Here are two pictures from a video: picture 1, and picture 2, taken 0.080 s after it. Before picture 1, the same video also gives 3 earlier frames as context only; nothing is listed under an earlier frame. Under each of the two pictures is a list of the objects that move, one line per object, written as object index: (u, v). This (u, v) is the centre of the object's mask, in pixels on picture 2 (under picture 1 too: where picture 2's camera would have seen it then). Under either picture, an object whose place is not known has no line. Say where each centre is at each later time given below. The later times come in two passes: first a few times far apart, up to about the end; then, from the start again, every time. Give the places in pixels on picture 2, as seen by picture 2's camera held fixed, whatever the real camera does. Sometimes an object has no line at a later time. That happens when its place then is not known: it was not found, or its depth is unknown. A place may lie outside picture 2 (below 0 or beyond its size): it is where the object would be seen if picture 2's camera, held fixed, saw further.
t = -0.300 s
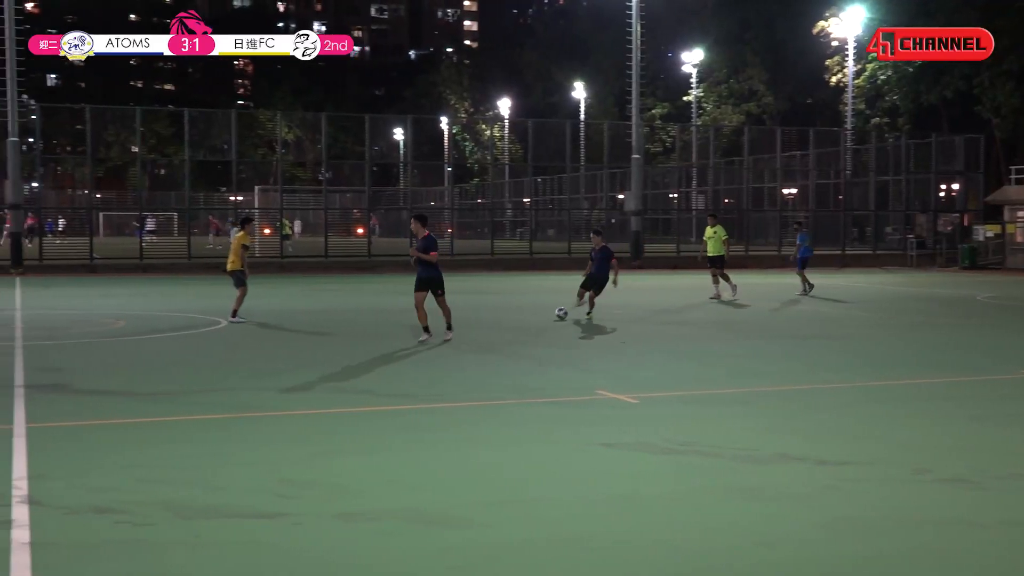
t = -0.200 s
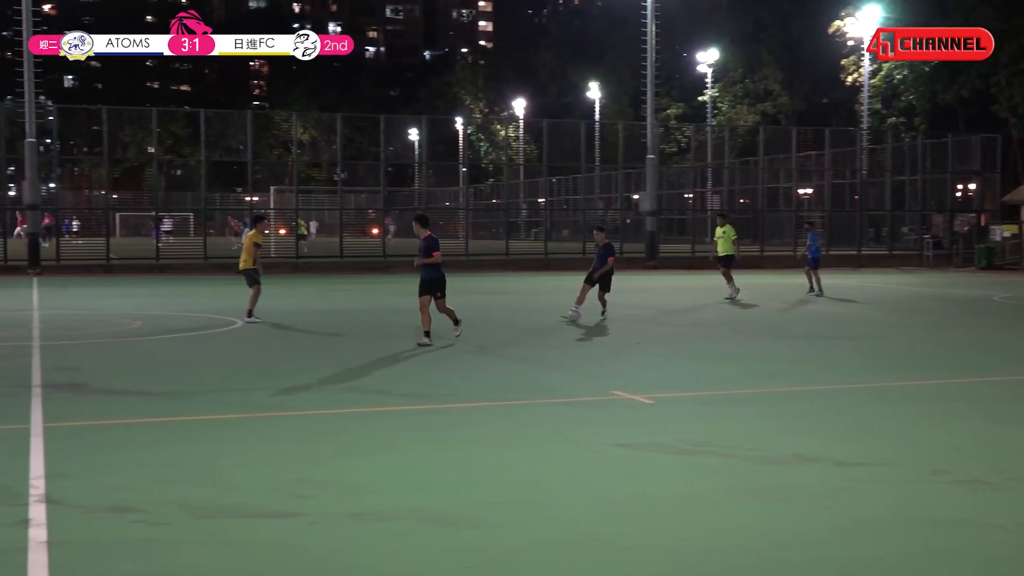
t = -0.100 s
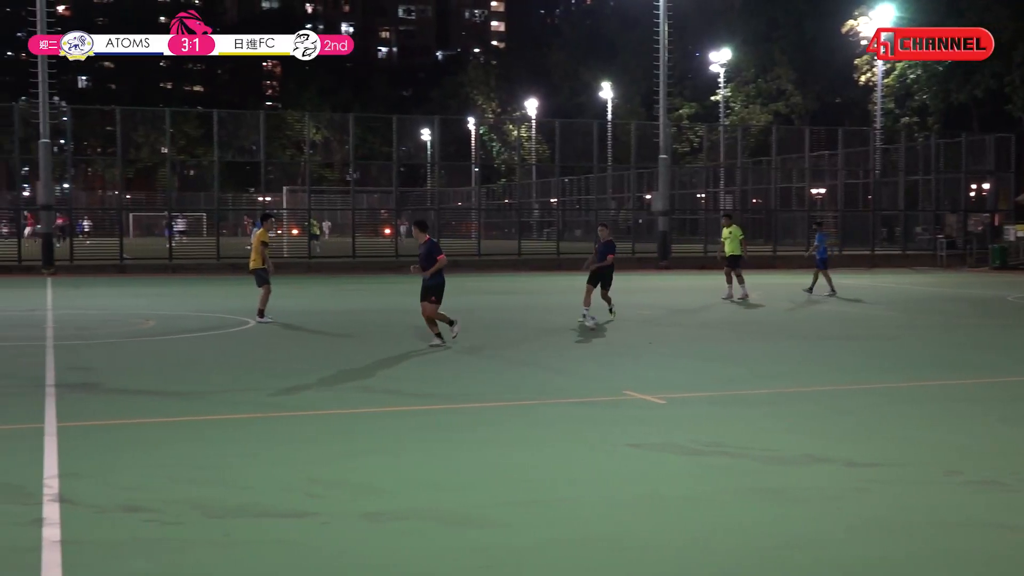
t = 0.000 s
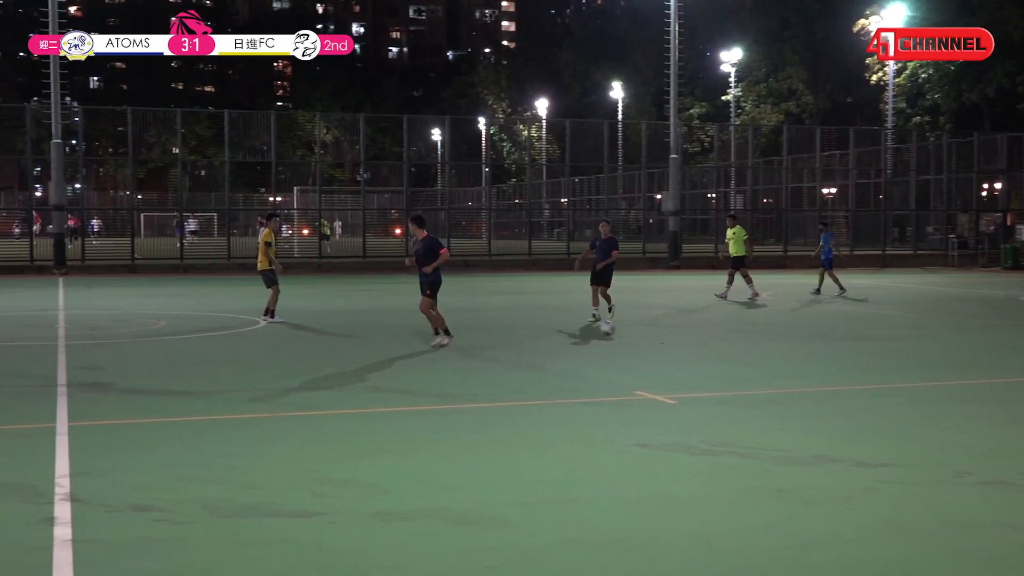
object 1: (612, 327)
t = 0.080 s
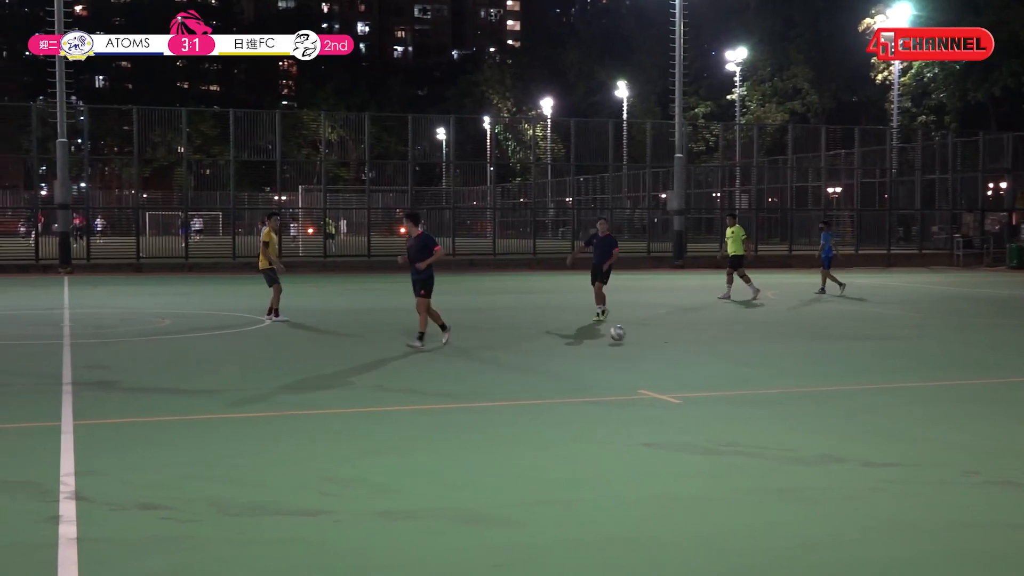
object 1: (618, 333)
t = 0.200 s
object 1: (626, 344)
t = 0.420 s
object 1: (643, 360)
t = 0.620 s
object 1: (659, 378)
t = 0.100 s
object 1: (619, 334)
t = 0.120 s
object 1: (621, 336)
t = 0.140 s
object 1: (622, 337)
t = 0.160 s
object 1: (624, 339)
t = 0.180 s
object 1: (625, 342)
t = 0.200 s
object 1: (626, 344)
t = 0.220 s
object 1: (628, 344)
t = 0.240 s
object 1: (630, 346)
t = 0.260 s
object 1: (631, 347)
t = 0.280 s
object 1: (633, 349)
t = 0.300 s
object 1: (634, 352)
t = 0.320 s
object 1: (636, 353)
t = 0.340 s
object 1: (637, 354)
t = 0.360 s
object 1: (638, 356)
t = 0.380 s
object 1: (640, 358)
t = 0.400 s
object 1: (641, 359)
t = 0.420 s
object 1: (643, 360)
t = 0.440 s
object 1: (644, 362)
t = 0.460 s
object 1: (646, 364)
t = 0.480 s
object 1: (647, 366)
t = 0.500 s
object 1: (649, 366)
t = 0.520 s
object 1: (650, 369)
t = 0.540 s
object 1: (652, 371)
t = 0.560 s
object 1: (653, 373)
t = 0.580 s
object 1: (655, 374)
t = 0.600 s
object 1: (657, 376)
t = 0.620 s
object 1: (659, 378)
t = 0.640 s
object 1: (661, 381)
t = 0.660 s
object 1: (663, 382)
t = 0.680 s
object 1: (665, 384)
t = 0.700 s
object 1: (666, 386)
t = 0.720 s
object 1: (669, 388)
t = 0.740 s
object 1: (671, 389)
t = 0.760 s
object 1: (673, 390)
